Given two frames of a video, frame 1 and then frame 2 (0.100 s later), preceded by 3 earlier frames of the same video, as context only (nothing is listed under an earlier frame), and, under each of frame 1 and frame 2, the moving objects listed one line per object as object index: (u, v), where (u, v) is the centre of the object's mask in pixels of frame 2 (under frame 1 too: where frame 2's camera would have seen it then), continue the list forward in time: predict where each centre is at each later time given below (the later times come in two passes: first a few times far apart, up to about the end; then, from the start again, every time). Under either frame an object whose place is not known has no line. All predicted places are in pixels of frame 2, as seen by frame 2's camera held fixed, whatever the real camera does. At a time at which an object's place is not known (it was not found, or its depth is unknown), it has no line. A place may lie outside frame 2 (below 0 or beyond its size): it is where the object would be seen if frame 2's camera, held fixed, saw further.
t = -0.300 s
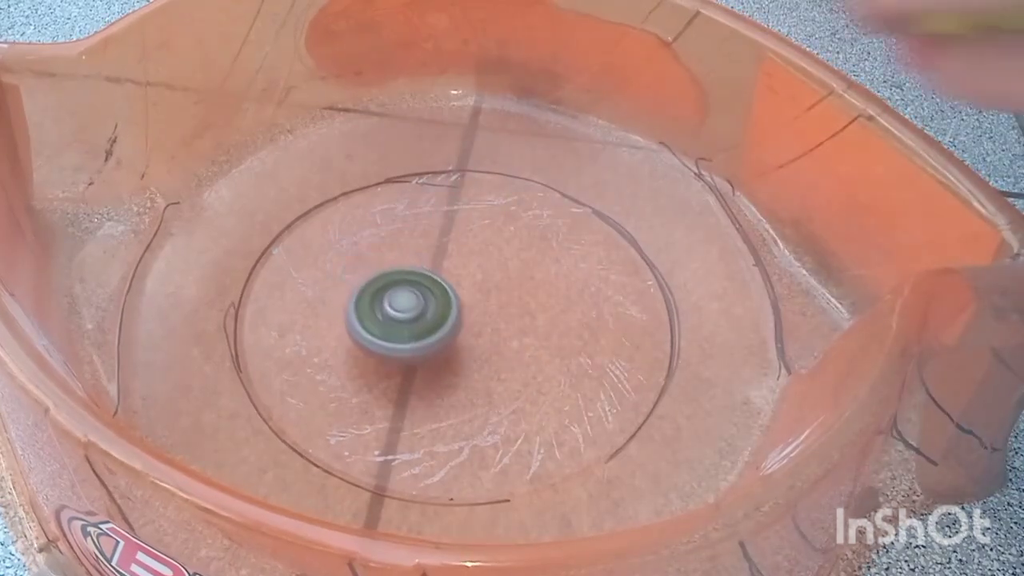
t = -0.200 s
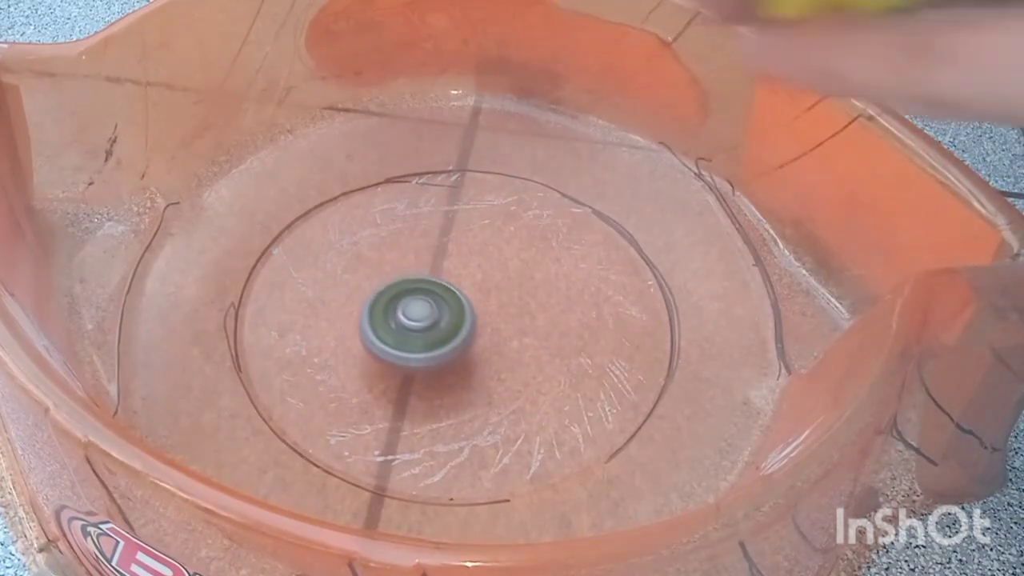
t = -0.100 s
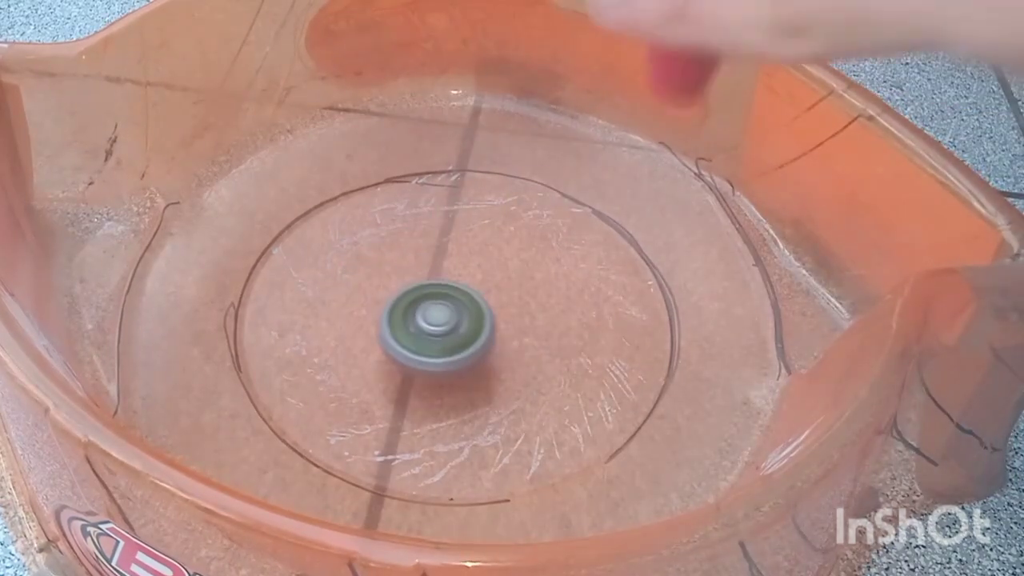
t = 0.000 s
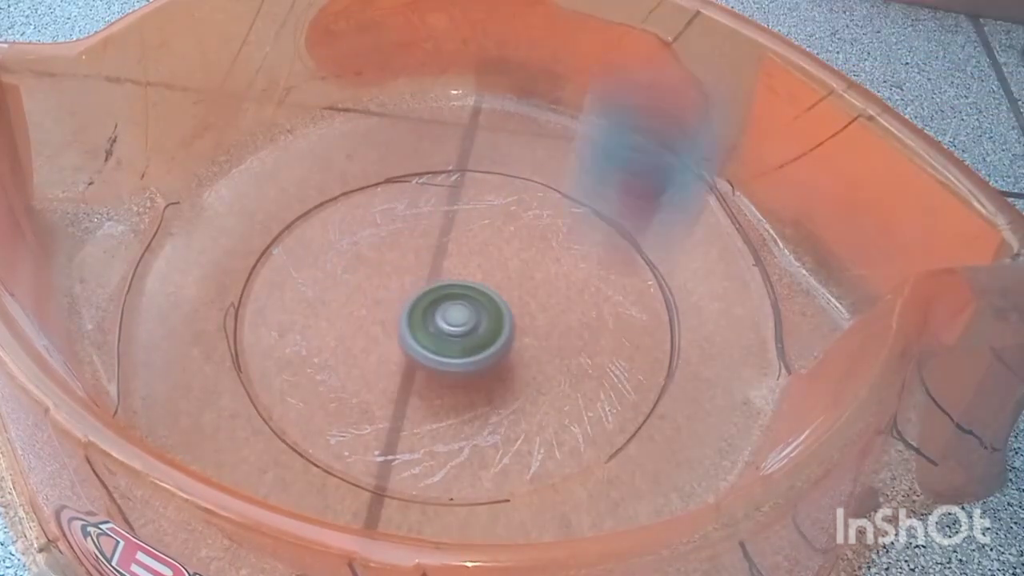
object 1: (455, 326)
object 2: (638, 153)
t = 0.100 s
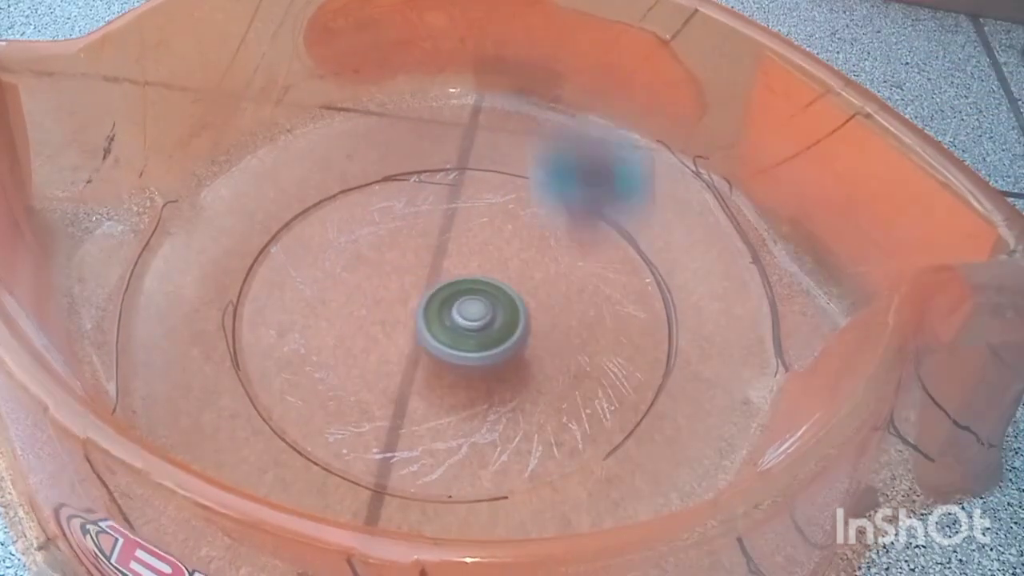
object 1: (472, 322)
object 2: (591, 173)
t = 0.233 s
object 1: (491, 321)
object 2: (539, 103)
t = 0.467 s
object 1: (509, 301)
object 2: (401, 160)
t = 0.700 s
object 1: (489, 285)
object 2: (277, 258)
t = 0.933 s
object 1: (459, 283)
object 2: (369, 386)
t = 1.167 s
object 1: (418, 286)
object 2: (532, 370)
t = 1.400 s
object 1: (378, 305)
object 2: (579, 271)
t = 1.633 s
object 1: (372, 343)
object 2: (496, 201)
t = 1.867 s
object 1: (413, 356)
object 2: (366, 199)
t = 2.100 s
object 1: (443, 336)
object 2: (278, 287)
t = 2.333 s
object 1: (432, 300)
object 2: (379, 369)
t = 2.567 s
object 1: (392, 284)
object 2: (495, 341)
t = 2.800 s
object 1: (347, 288)
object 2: (528, 267)
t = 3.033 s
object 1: (334, 316)
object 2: (479, 217)
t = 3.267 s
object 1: (368, 336)
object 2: (390, 206)
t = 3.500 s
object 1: (406, 322)
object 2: (336, 247)
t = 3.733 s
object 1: (433, 294)
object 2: (324, 293)
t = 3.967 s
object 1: (437, 261)
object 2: (358, 324)
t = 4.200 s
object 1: (418, 241)
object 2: (424, 322)
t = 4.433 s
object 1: (379, 246)
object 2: (456, 289)
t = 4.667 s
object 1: (365, 280)
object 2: (455, 254)
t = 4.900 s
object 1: (376, 308)
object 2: (451, 226)
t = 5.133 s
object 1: (403, 324)
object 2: (411, 225)
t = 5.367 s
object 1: (435, 329)
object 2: (377, 254)
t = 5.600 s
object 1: (467, 330)
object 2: (375, 286)
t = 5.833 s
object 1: (501, 324)
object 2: (395, 308)
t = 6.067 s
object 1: (516, 296)
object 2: (416, 310)
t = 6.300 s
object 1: (504, 281)
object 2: (415, 292)
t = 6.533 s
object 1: (480, 278)
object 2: (382, 290)
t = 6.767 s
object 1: (452, 275)
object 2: (363, 299)
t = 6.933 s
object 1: (434, 273)
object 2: (362, 310)
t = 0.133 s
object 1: (476, 321)
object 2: (582, 122)
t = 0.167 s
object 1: (481, 321)
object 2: (571, 94)
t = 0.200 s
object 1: (486, 321)
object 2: (557, 87)
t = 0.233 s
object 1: (491, 321)
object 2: (539, 103)
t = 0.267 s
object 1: (496, 321)
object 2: (519, 136)
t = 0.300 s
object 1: (501, 319)
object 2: (500, 142)
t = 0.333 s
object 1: (506, 318)
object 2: (481, 127)
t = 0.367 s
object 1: (508, 314)
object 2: (461, 130)
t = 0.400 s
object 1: (509, 310)
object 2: (437, 151)
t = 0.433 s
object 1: (509, 305)
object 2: (420, 151)
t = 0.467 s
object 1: (509, 301)
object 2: (401, 160)
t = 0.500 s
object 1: (507, 298)
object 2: (379, 168)
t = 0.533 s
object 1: (505, 295)
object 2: (358, 178)
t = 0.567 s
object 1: (502, 292)
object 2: (338, 188)
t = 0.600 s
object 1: (499, 290)
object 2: (321, 201)
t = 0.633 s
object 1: (497, 288)
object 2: (305, 218)
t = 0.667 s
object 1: (492, 287)
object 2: (290, 237)
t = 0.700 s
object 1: (489, 285)
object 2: (277, 258)
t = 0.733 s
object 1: (484, 284)
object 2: (271, 280)
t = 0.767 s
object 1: (480, 283)
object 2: (272, 300)
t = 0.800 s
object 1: (475, 282)
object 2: (279, 321)
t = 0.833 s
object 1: (471, 283)
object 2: (294, 342)
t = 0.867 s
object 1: (466, 283)
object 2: (313, 362)
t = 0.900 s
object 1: (462, 284)
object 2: (341, 377)
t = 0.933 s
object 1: (459, 283)
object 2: (369, 386)
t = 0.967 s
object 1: (455, 283)
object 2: (396, 392)
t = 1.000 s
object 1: (450, 282)
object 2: (423, 396)
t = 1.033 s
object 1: (444, 282)
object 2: (449, 397)
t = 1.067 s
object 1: (438, 283)
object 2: (472, 394)
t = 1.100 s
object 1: (431, 284)
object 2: (495, 389)
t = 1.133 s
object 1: (424, 284)
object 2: (514, 381)
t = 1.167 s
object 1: (418, 286)
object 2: (532, 370)
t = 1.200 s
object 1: (411, 288)
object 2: (548, 358)
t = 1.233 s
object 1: (404, 290)
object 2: (560, 345)
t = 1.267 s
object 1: (398, 292)
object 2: (569, 330)
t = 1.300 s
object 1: (392, 294)
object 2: (576, 315)
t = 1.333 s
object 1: (387, 297)
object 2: (579, 300)
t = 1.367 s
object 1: (382, 301)
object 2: (580, 285)
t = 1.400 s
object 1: (378, 305)
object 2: (579, 271)
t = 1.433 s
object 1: (375, 310)
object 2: (575, 258)
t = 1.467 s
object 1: (372, 316)
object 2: (569, 247)
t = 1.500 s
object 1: (370, 320)
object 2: (558, 235)
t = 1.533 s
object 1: (369, 326)
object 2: (545, 224)
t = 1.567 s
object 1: (369, 332)
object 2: (531, 215)
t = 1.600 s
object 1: (370, 337)
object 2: (514, 207)
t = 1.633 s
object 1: (372, 343)
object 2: (496, 201)
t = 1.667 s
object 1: (375, 348)
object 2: (477, 196)
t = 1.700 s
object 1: (381, 352)
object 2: (459, 192)
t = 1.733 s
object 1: (388, 354)
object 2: (440, 190)
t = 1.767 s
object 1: (394, 356)
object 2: (422, 189)
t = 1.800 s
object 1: (401, 357)
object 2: (404, 191)
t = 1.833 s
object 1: (407, 357)
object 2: (384, 194)
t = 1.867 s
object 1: (413, 356)
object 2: (366, 199)
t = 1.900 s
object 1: (419, 355)
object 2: (348, 206)
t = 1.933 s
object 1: (425, 353)
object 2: (332, 216)
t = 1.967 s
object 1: (430, 350)
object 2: (316, 228)
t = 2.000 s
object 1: (435, 347)
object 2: (301, 241)
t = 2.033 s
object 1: (438, 344)
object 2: (289, 256)
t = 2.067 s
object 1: (441, 340)
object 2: (281, 272)
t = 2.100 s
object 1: (443, 336)
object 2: (278, 287)
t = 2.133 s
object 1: (443, 331)
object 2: (281, 304)
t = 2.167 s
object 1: (443, 326)
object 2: (288, 320)
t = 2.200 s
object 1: (441, 322)
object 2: (300, 335)
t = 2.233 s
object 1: (440, 318)
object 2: (315, 349)
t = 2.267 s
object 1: (439, 313)
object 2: (335, 360)
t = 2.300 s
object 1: (436, 307)
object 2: (356, 367)
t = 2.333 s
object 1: (432, 300)
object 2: (379, 369)
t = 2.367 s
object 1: (426, 295)
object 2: (400, 370)
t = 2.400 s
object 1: (418, 291)
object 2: (420, 369)
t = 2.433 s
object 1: (412, 290)
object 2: (438, 366)
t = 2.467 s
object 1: (407, 288)
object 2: (454, 362)
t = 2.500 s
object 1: (402, 286)
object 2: (470, 356)
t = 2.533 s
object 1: (398, 285)
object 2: (483, 349)
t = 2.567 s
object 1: (392, 284)
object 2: (495, 341)
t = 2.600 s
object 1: (386, 281)
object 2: (506, 332)
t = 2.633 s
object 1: (379, 280)
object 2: (515, 322)
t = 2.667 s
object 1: (372, 280)
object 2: (523, 311)
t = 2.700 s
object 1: (364, 281)
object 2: (527, 299)
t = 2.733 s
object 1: (358, 282)
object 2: (529, 288)
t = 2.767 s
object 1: (352, 285)
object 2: (529, 276)
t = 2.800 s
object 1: (347, 288)
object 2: (528, 267)
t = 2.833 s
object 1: (342, 291)
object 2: (525, 257)
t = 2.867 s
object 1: (338, 296)
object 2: (522, 249)
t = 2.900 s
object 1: (335, 299)
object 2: (516, 240)
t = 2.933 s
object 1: (334, 304)
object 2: (509, 233)
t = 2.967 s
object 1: (333, 308)
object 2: (500, 227)
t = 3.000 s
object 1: (334, 312)
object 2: (490, 221)
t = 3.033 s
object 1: (334, 316)
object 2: (479, 217)
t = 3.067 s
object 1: (335, 320)
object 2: (468, 212)
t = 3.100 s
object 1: (339, 324)
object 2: (455, 208)
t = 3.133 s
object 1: (343, 328)
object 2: (443, 205)
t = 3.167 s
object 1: (348, 330)
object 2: (430, 203)
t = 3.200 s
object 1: (354, 333)
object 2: (417, 203)
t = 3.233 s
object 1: (361, 335)
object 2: (403, 204)
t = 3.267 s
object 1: (368, 336)
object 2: (390, 206)
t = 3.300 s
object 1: (374, 336)
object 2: (378, 211)
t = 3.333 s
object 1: (380, 335)
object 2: (369, 216)
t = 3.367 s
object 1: (387, 335)
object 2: (362, 221)
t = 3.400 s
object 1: (393, 331)
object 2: (354, 226)
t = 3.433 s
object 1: (398, 329)
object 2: (348, 232)
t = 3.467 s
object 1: (403, 326)
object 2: (341, 240)
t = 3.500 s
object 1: (406, 322)
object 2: (336, 247)
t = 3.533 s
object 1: (411, 318)
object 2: (333, 255)
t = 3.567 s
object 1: (415, 315)
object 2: (331, 263)
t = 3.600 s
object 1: (419, 311)
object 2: (329, 271)
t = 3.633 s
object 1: (423, 308)
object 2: (322, 276)
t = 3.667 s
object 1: (427, 304)
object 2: (321, 282)
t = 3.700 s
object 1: (430, 299)
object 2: (322, 288)
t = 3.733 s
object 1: (433, 294)
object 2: (324, 293)
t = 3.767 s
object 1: (435, 288)
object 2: (327, 298)
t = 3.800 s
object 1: (437, 282)
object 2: (330, 303)
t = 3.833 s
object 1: (438, 278)
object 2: (334, 308)
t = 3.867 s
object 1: (438, 273)
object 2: (339, 313)
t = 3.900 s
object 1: (438, 269)
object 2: (344, 317)
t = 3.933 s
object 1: (438, 265)
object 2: (351, 321)
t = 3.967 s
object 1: (437, 261)
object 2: (358, 324)
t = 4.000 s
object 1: (436, 258)
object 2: (366, 328)
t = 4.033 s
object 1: (434, 254)
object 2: (375, 330)
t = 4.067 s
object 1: (432, 251)
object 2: (385, 330)
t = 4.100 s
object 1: (429, 248)
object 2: (396, 329)
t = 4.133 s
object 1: (426, 245)
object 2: (407, 327)
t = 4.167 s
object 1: (422, 243)
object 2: (416, 325)
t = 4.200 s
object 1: (418, 241)
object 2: (424, 322)
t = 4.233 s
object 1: (413, 239)
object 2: (432, 318)
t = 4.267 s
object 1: (407, 239)
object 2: (438, 313)
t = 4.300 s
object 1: (402, 239)
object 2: (443, 309)
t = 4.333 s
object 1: (395, 240)
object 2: (447, 304)
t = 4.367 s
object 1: (390, 241)
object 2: (451, 299)
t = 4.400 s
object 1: (384, 244)
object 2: (454, 294)
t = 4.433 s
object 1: (379, 246)
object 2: (456, 289)
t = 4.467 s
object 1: (374, 250)
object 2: (457, 284)
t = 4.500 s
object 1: (370, 253)
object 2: (456, 280)
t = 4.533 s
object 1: (366, 257)
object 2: (456, 275)
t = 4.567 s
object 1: (364, 263)
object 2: (455, 269)
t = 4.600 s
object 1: (362, 269)
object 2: (456, 264)
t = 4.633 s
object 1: (364, 275)
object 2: (456, 259)
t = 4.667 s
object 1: (365, 280)
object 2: (455, 254)
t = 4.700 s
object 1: (364, 284)
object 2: (460, 249)
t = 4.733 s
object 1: (364, 288)
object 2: (462, 245)
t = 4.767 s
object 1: (365, 292)
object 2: (462, 241)
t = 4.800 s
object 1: (367, 297)
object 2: (461, 237)
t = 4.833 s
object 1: (369, 301)
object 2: (459, 233)
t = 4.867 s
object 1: (373, 305)
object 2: (455, 229)
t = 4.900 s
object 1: (376, 308)
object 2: (451, 226)
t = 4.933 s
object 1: (380, 311)
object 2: (446, 222)
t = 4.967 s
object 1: (383, 314)
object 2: (440, 220)
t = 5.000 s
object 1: (387, 316)
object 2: (434, 219)
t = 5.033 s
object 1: (391, 318)
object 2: (428, 217)
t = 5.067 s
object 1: (395, 321)
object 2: (423, 219)
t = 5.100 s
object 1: (399, 322)
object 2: (418, 221)
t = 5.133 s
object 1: (403, 324)
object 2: (411, 225)
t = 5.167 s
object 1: (406, 325)
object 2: (405, 228)
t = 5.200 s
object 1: (410, 326)
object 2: (399, 232)
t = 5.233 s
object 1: (414, 326)
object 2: (394, 237)
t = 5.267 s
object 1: (419, 327)
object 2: (389, 243)
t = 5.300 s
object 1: (424, 327)
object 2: (385, 248)
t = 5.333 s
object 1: (429, 328)
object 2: (382, 253)
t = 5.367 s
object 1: (435, 329)
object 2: (377, 254)
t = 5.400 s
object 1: (440, 329)
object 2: (375, 257)
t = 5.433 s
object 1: (444, 329)
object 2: (372, 262)
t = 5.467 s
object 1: (449, 329)
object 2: (370, 267)
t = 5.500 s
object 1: (454, 329)
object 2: (370, 271)
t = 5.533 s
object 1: (458, 329)
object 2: (371, 277)
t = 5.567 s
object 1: (462, 330)
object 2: (372, 282)
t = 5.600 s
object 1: (467, 330)
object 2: (375, 286)
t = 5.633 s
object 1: (472, 329)
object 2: (378, 290)
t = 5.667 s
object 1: (477, 329)
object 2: (382, 294)
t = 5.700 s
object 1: (482, 328)
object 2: (386, 298)
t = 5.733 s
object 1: (486, 328)
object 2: (391, 302)
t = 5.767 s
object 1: (491, 328)
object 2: (396, 304)
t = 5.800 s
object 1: (496, 326)
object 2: (397, 307)
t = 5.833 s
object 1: (501, 324)
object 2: (395, 308)
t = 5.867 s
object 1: (507, 322)
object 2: (397, 310)
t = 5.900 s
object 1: (511, 318)
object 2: (398, 312)
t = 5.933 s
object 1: (513, 313)
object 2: (400, 313)
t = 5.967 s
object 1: (514, 307)
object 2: (404, 314)
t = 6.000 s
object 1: (515, 303)
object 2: (408, 313)
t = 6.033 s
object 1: (516, 300)
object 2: (413, 312)
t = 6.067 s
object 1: (516, 296)
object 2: (416, 310)
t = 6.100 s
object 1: (516, 294)
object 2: (419, 308)
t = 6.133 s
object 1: (515, 291)
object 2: (420, 305)
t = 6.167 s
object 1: (514, 288)
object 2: (421, 302)
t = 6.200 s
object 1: (512, 286)
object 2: (421, 299)
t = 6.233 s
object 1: (510, 284)
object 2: (420, 297)
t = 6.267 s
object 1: (508, 283)
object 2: (418, 294)
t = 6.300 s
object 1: (504, 281)
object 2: (415, 292)
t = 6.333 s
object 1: (501, 280)
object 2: (412, 291)
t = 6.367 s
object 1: (498, 280)
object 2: (410, 290)
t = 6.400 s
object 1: (495, 278)
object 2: (407, 289)
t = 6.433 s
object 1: (491, 277)
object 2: (397, 289)
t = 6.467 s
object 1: (487, 277)
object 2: (392, 289)
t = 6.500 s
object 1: (484, 277)
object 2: (387, 289)
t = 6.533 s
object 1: (480, 278)
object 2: (382, 290)
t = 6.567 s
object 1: (476, 278)
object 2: (378, 291)
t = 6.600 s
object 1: (472, 277)
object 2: (374, 292)
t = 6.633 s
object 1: (468, 277)
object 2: (371, 293)
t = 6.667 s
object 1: (464, 277)
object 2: (367, 295)
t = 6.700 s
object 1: (460, 276)
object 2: (366, 296)
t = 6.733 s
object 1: (456, 275)
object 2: (364, 298)
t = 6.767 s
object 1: (452, 275)
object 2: (363, 299)
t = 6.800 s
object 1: (448, 275)
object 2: (362, 301)
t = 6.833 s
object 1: (444, 274)
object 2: (362, 302)
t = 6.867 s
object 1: (441, 275)
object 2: (362, 304)
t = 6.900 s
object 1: (438, 274)
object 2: (362, 307)
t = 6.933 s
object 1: (434, 273)
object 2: (362, 310)
